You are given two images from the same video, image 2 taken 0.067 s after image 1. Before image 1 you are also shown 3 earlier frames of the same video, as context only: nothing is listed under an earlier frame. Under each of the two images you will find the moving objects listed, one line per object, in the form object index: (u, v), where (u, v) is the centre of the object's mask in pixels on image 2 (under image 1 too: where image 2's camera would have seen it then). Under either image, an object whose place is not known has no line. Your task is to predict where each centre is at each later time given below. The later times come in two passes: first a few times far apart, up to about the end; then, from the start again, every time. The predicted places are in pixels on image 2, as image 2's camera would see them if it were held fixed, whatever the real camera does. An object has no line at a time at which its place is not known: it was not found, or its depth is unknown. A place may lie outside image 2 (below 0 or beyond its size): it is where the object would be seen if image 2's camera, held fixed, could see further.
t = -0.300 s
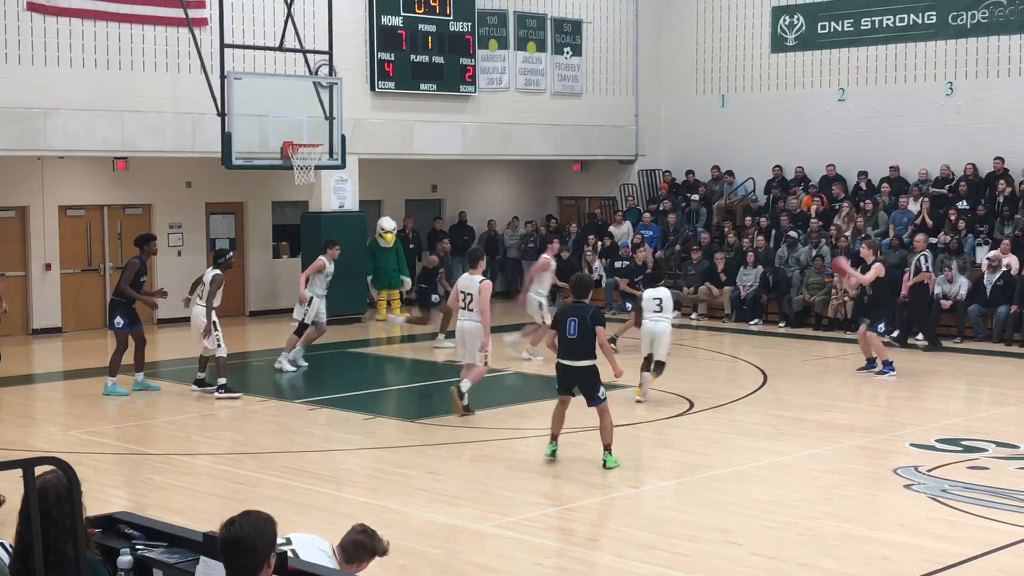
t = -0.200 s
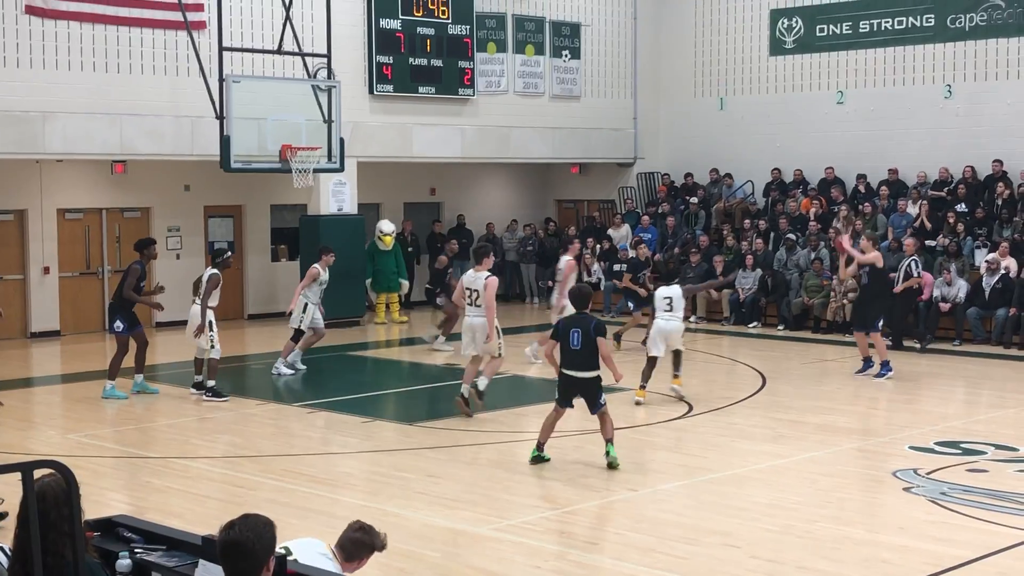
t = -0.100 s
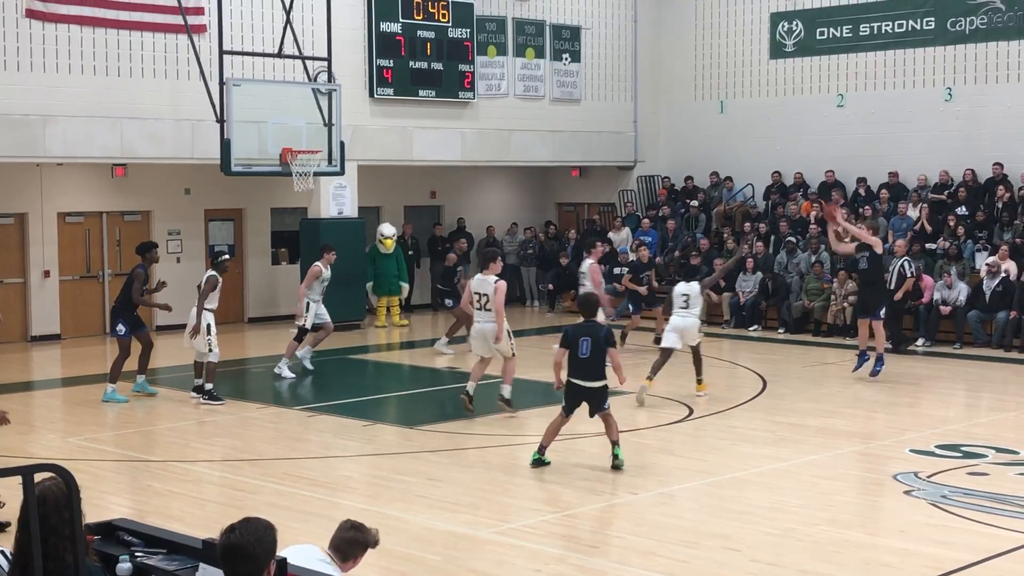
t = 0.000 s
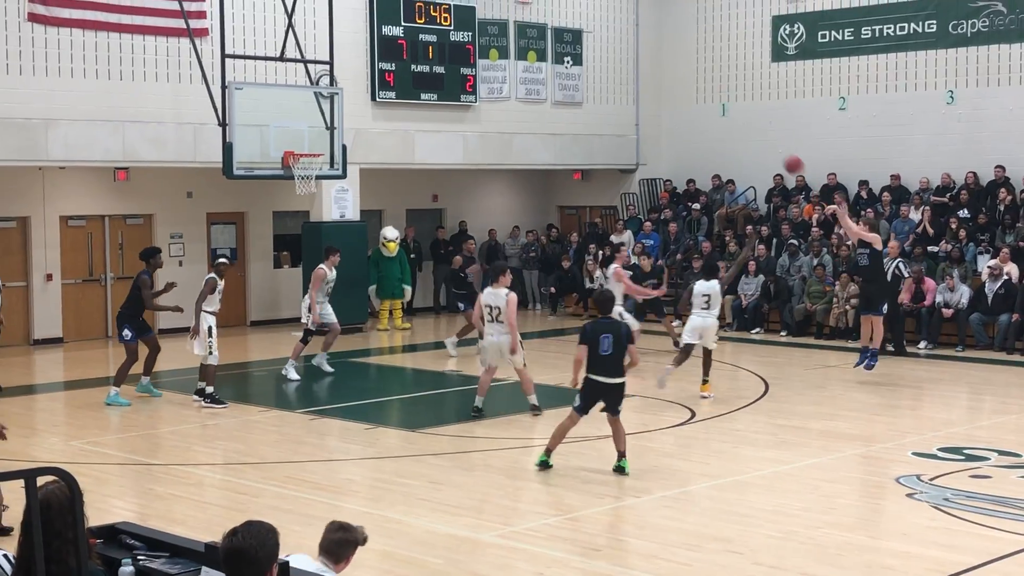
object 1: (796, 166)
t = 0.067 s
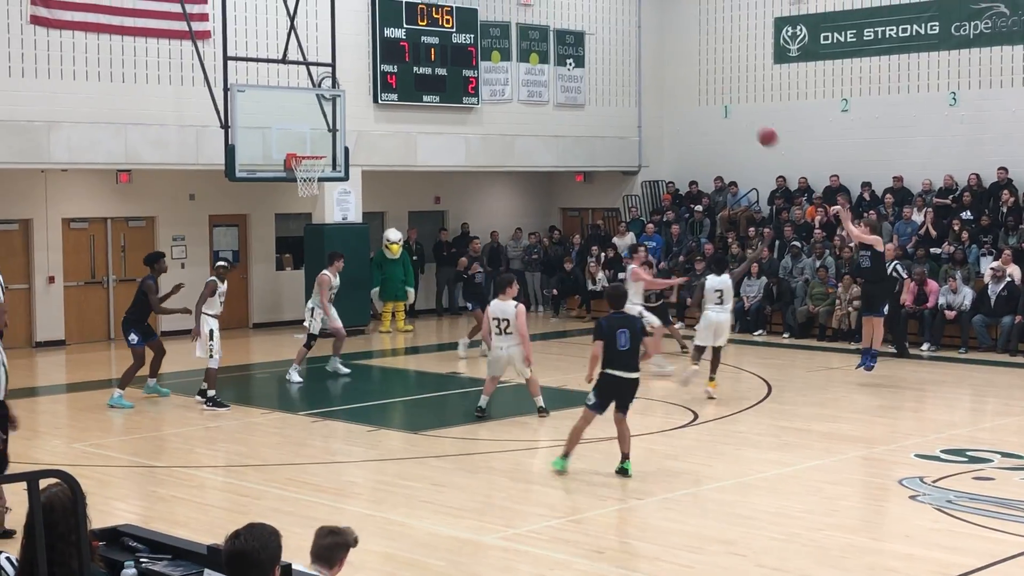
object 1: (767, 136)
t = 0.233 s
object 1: (697, 77)
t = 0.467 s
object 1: (602, 28)
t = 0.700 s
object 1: (509, 20)
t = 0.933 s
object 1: (420, 51)
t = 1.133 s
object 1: (343, 108)
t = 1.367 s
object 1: (328, 169)
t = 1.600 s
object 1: (324, 179)
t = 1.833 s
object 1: (312, 229)
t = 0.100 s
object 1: (753, 123)
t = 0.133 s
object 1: (739, 110)
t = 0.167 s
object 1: (725, 99)
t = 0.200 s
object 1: (711, 88)
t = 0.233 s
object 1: (697, 77)
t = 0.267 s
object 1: (683, 68)
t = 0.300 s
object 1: (669, 59)
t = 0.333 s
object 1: (656, 51)
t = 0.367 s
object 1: (642, 44)
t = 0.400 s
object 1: (629, 38)
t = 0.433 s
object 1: (615, 32)
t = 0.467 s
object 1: (602, 28)
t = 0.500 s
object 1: (589, 25)
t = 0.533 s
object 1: (575, 22)
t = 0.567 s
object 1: (562, 20)
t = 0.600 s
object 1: (549, 19)
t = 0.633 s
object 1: (535, 18)
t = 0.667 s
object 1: (523, 18)
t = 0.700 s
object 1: (509, 20)
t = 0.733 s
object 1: (496, 22)
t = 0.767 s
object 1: (483, 24)
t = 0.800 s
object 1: (470, 27)
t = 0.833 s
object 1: (458, 32)
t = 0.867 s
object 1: (445, 39)
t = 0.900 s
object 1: (432, 44)
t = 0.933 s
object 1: (420, 51)
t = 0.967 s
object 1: (406, 58)
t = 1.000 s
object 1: (394, 66)
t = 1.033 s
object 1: (381, 77)
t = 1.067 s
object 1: (368, 87)
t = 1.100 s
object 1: (357, 97)
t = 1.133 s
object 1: (343, 108)
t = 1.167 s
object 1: (330, 123)
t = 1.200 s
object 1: (319, 134)
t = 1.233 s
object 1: (307, 147)
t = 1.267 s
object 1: (302, 158)
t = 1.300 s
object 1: (314, 168)
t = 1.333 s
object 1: (324, 172)
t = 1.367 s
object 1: (328, 169)
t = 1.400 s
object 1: (330, 165)
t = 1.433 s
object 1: (330, 166)
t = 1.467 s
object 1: (329, 167)
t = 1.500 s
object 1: (328, 168)
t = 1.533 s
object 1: (328, 170)
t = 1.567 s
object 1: (326, 174)
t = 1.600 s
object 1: (324, 179)
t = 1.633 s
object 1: (323, 184)
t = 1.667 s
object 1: (321, 190)
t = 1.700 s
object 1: (319, 197)
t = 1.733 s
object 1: (317, 203)
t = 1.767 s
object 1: (316, 211)
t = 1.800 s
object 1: (314, 220)
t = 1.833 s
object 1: (312, 229)
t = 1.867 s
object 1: (311, 240)
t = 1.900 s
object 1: (309, 251)
